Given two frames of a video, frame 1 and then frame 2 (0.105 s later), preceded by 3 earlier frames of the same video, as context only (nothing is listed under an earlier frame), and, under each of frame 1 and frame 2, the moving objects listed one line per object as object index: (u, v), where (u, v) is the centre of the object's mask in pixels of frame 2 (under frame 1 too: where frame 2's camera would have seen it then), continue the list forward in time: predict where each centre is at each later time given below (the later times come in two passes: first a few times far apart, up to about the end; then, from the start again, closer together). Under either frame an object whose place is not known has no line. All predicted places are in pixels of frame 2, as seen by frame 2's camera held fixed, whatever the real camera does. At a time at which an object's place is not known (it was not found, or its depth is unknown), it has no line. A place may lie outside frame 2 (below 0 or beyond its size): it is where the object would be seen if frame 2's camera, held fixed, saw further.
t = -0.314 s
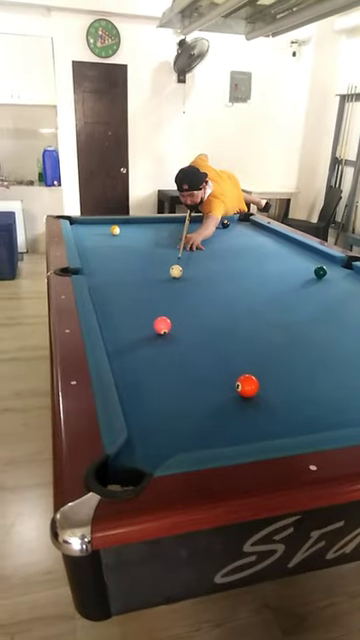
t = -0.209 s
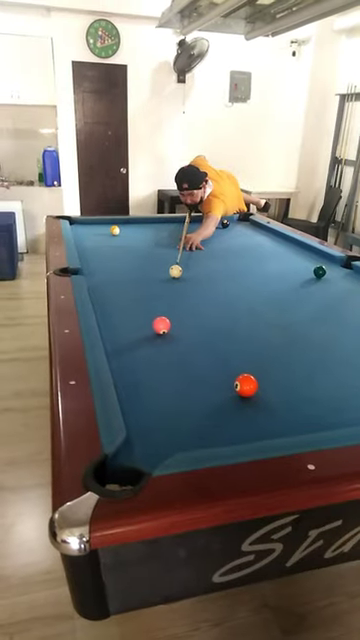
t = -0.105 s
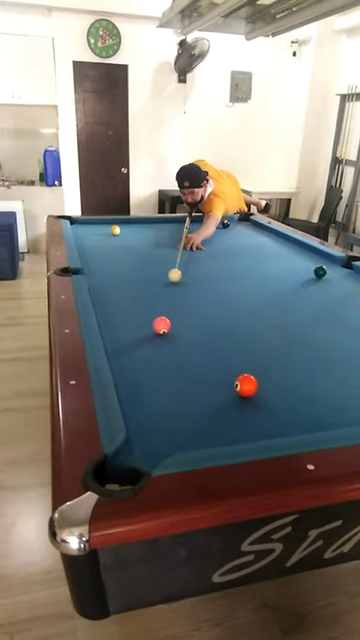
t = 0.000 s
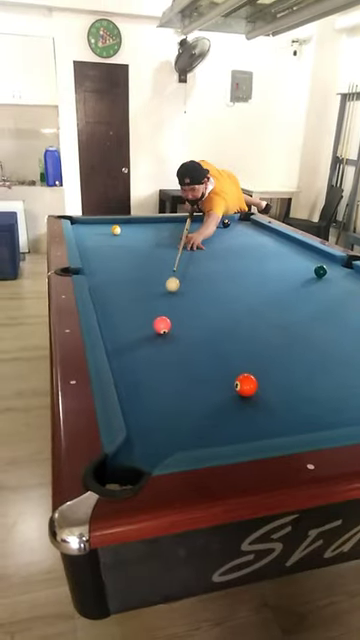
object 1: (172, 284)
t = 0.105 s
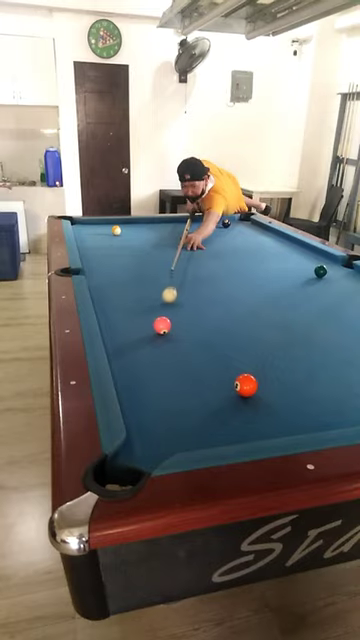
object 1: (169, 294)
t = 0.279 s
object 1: (164, 313)
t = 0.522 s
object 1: (159, 325)
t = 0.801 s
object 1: (152, 337)
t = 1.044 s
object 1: (147, 346)
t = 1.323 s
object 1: (142, 357)
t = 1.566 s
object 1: (137, 365)
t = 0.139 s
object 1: (168, 299)
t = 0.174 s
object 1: (167, 303)
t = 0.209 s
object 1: (166, 306)
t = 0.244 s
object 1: (165, 310)
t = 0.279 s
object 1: (164, 313)
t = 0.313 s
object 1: (163, 316)
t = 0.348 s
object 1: (162, 318)
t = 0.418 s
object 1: (161, 321)
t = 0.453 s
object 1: (160, 322)
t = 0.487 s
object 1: (159, 324)
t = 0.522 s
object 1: (159, 325)
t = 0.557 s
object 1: (158, 326)
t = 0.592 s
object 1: (157, 327)
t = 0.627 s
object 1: (156, 328)
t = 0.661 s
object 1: (156, 330)
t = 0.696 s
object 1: (155, 331)
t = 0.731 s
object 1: (154, 333)
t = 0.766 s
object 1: (153, 335)
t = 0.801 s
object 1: (152, 337)
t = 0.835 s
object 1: (151, 338)
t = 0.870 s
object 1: (151, 339)
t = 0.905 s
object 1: (150, 341)
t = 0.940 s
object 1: (149, 342)
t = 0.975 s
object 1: (149, 343)
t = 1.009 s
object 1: (148, 344)
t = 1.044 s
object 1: (147, 346)
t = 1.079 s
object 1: (147, 347)
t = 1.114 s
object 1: (146, 348)
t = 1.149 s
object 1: (145, 350)
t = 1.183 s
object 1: (144, 351)
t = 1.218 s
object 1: (144, 352)
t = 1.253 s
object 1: (143, 354)
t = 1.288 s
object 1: (142, 355)
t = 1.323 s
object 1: (142, 357)
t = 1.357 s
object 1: (141, 358)
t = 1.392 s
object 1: (141, 359)
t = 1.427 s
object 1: (139, 360)
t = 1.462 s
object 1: (139, 361)
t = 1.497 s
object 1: (138, 363)
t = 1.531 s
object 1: (138, 364)
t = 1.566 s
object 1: (137, 365)
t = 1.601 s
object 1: (136, 367)
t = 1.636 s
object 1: (136, 368)
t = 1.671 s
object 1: (135, 369)
